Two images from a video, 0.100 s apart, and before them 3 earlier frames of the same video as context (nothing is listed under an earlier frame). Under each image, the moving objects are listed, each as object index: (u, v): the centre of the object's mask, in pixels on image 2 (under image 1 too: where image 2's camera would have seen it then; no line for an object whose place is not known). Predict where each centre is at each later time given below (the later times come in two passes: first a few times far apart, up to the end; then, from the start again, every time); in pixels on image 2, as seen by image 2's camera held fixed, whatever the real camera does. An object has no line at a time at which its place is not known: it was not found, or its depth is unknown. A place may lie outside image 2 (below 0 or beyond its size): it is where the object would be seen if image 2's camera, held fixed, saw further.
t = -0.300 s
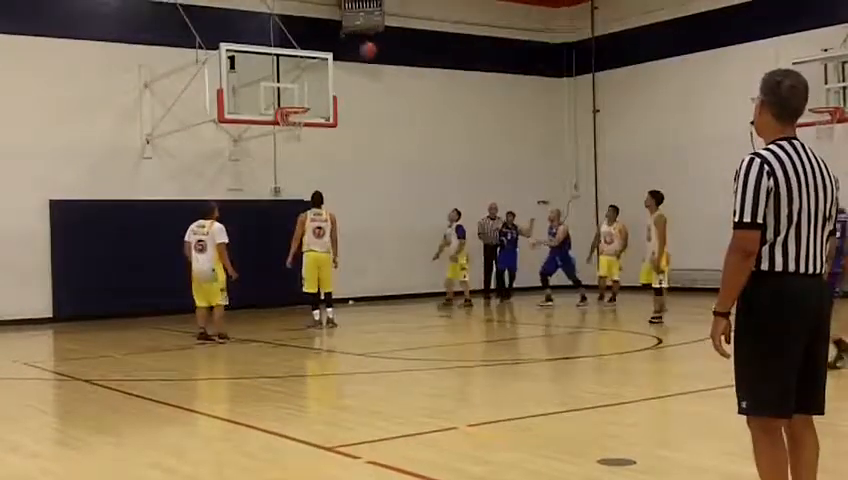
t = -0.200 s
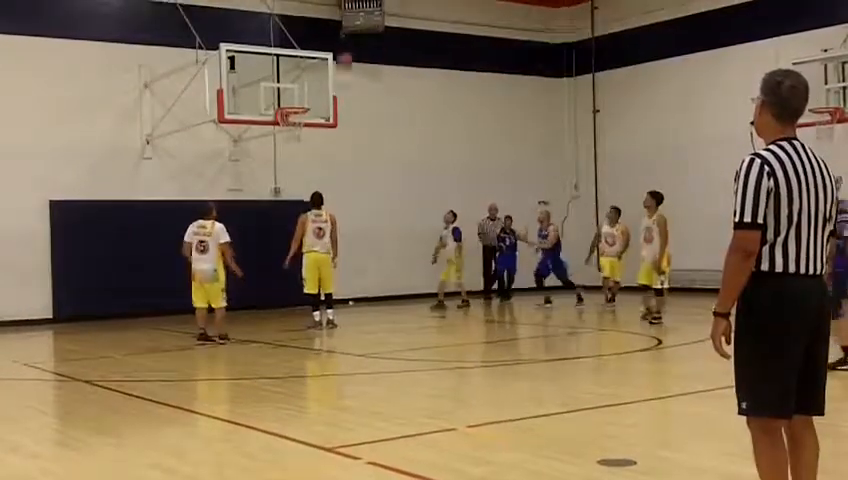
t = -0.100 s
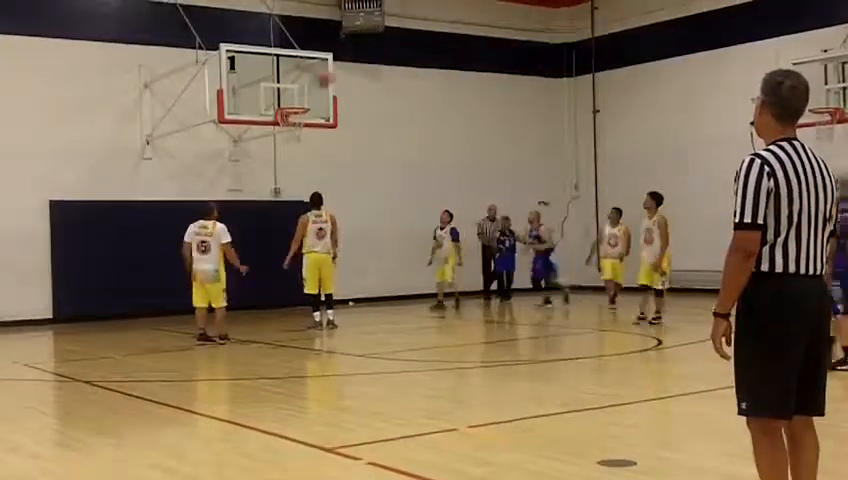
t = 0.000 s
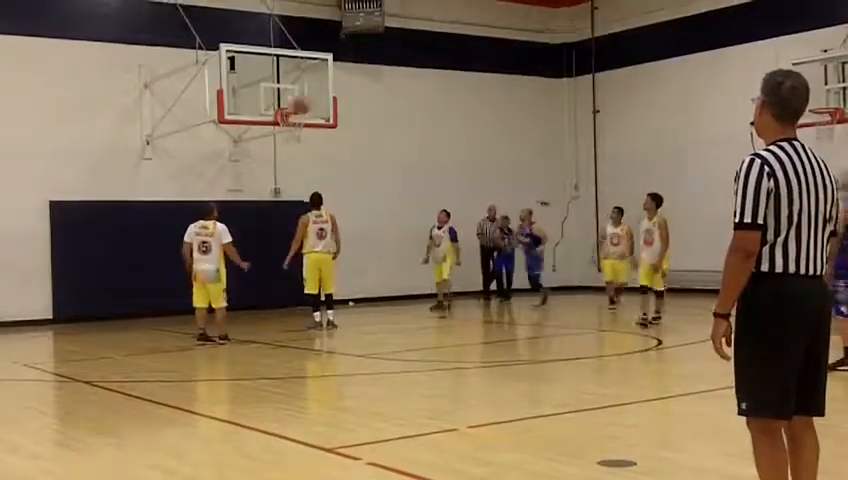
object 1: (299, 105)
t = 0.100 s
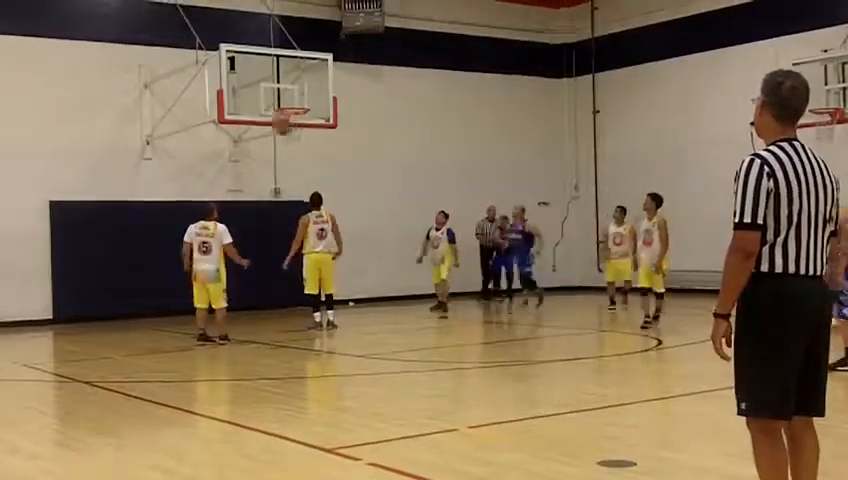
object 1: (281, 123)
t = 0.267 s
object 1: (277, 129)
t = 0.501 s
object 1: (263, 187)
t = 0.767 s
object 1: (251, 288)
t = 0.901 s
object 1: (251, 298)
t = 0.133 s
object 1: (280, 124)
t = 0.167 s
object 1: (279, 125)
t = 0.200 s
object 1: (279, 125)
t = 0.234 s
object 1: (278, 127)
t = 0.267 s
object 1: (277, 129)
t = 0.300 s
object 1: (272, 142)
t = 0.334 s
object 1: (270, 148)
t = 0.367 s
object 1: (268, 154)
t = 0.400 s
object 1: (267, 161)
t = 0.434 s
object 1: (265, 169)
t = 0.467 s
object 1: (264, 177)
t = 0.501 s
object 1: (263, 187)
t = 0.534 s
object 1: (261, 199)
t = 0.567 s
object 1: (260, 210)
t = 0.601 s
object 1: (258, 218)
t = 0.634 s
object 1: (257, 232)
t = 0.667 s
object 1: (254, 243)
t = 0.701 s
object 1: (253, 257)
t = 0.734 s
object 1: (252, 272)
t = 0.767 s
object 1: (251, 288)
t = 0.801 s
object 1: (250, 302)
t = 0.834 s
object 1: (250, 314)
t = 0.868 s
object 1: (251, 309)
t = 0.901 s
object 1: (251, 298)
